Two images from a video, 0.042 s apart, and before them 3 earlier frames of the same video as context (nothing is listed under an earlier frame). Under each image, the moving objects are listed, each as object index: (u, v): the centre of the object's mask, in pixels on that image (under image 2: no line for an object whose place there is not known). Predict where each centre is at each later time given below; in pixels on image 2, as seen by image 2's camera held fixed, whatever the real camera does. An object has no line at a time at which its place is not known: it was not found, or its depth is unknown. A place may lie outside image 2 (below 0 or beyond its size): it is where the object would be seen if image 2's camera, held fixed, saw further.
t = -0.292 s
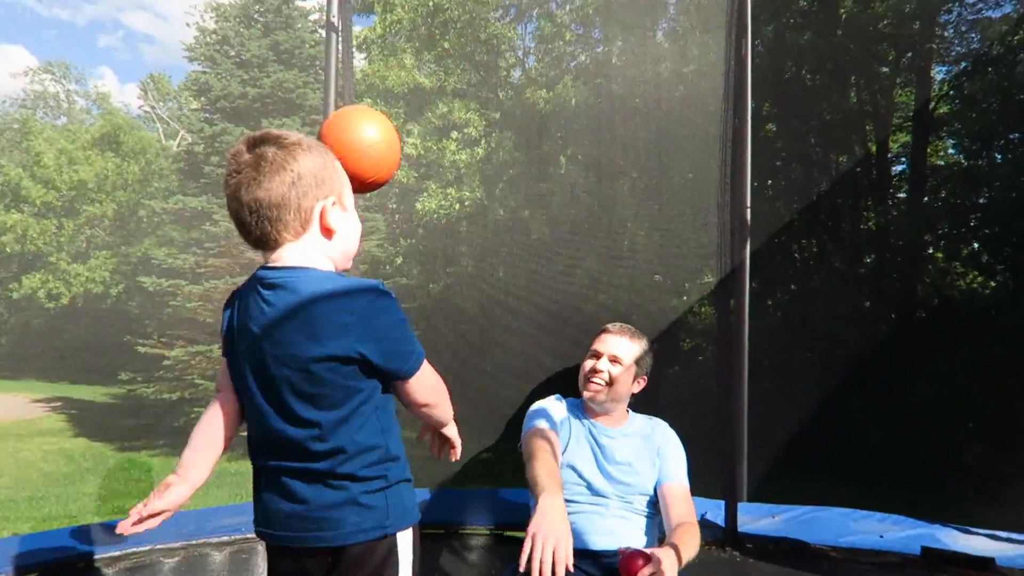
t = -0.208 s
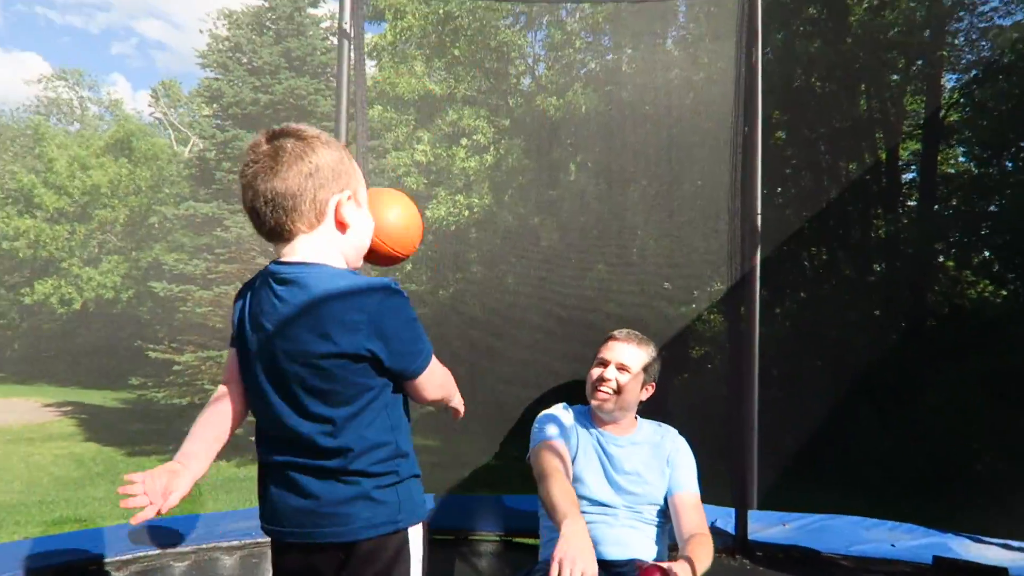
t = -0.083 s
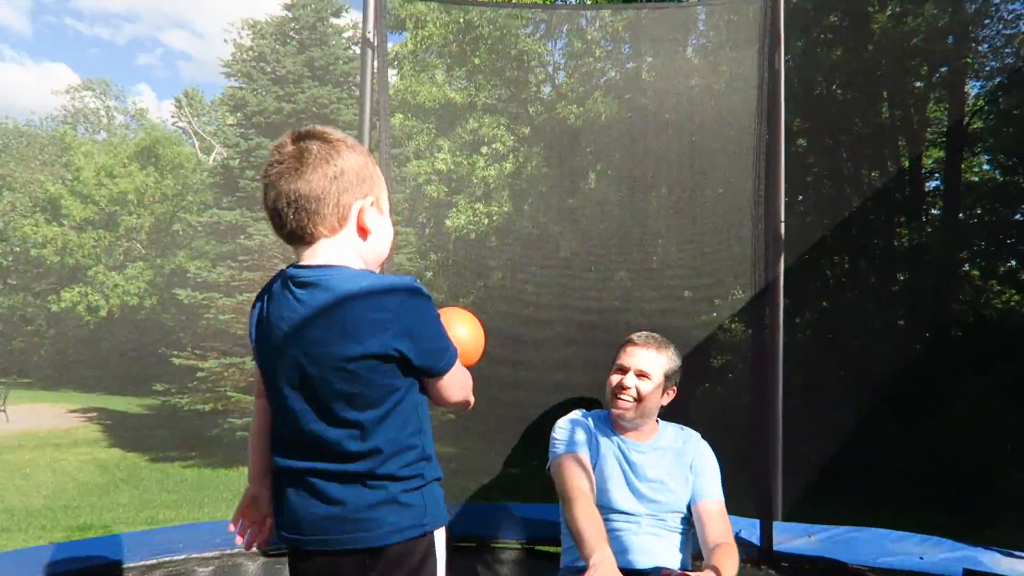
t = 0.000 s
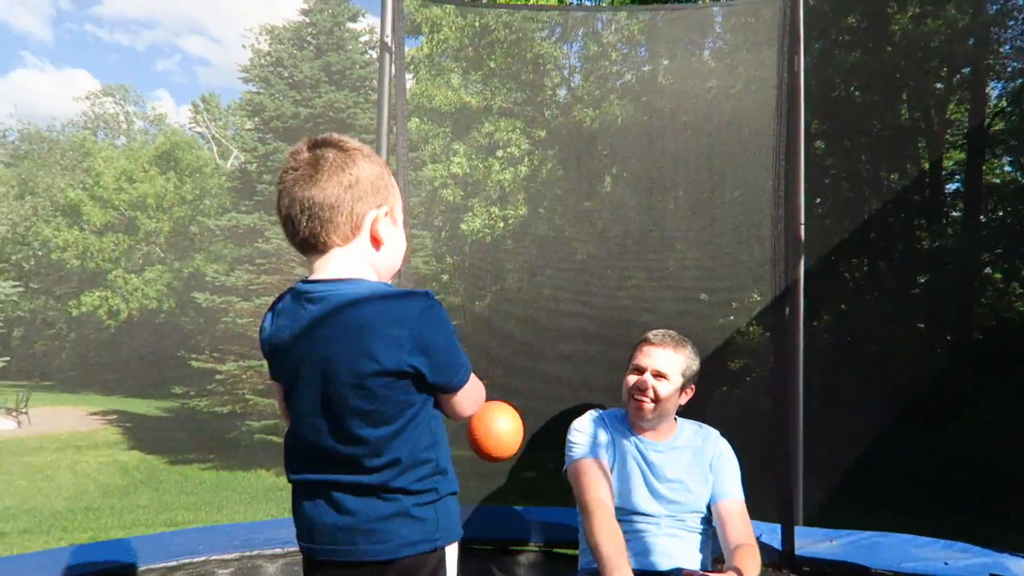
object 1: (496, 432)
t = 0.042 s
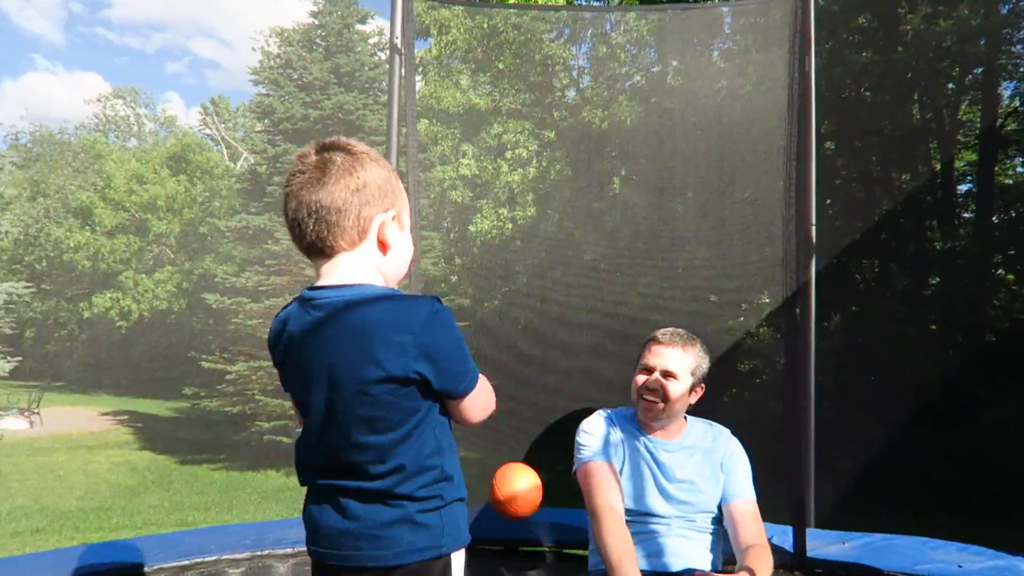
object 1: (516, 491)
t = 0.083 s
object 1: (522, 532)
